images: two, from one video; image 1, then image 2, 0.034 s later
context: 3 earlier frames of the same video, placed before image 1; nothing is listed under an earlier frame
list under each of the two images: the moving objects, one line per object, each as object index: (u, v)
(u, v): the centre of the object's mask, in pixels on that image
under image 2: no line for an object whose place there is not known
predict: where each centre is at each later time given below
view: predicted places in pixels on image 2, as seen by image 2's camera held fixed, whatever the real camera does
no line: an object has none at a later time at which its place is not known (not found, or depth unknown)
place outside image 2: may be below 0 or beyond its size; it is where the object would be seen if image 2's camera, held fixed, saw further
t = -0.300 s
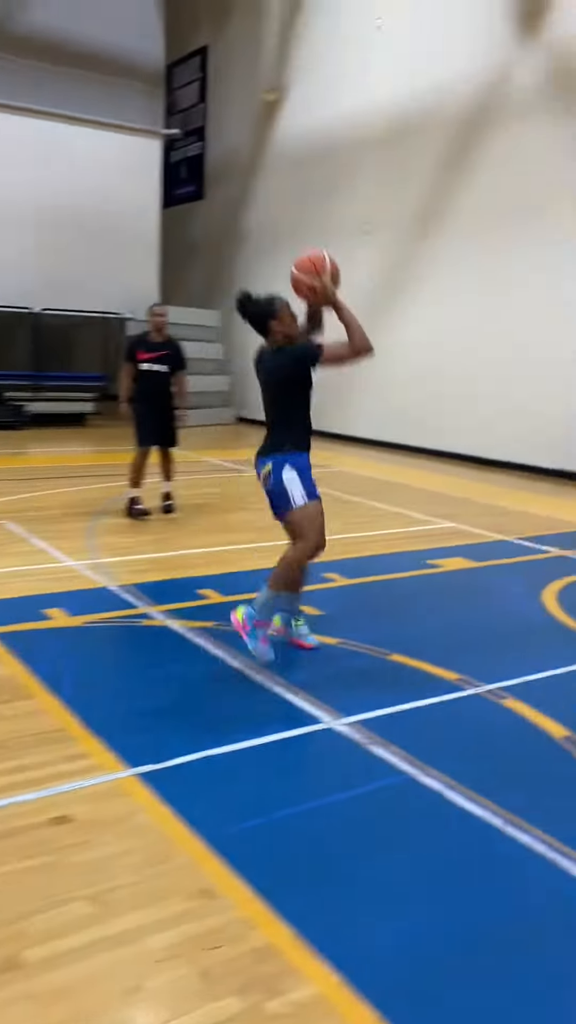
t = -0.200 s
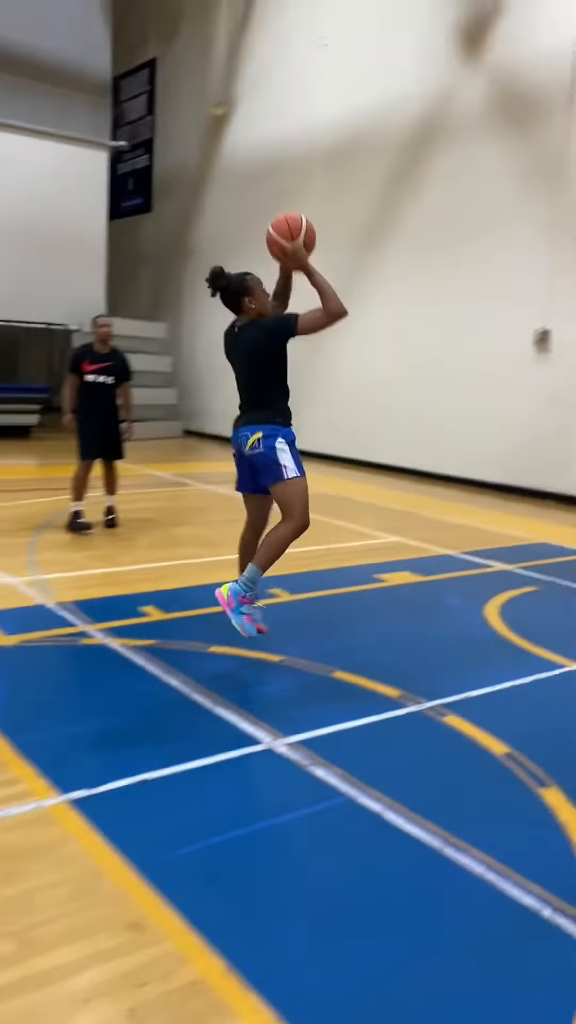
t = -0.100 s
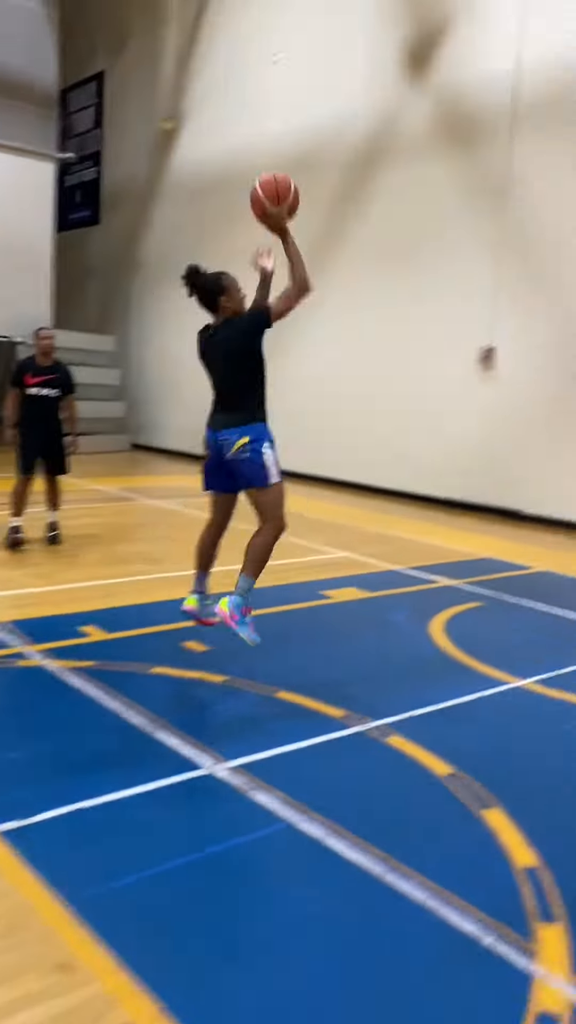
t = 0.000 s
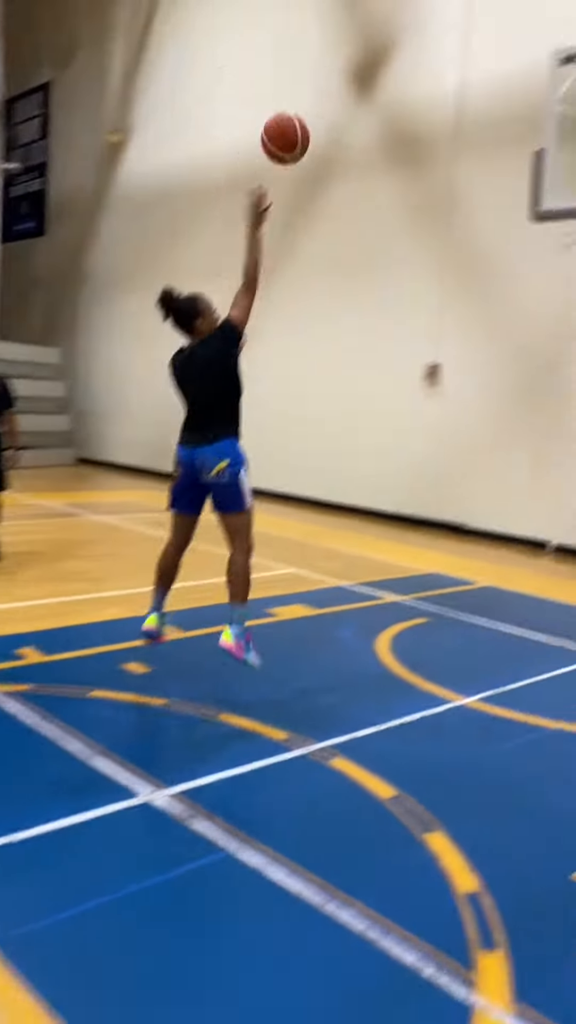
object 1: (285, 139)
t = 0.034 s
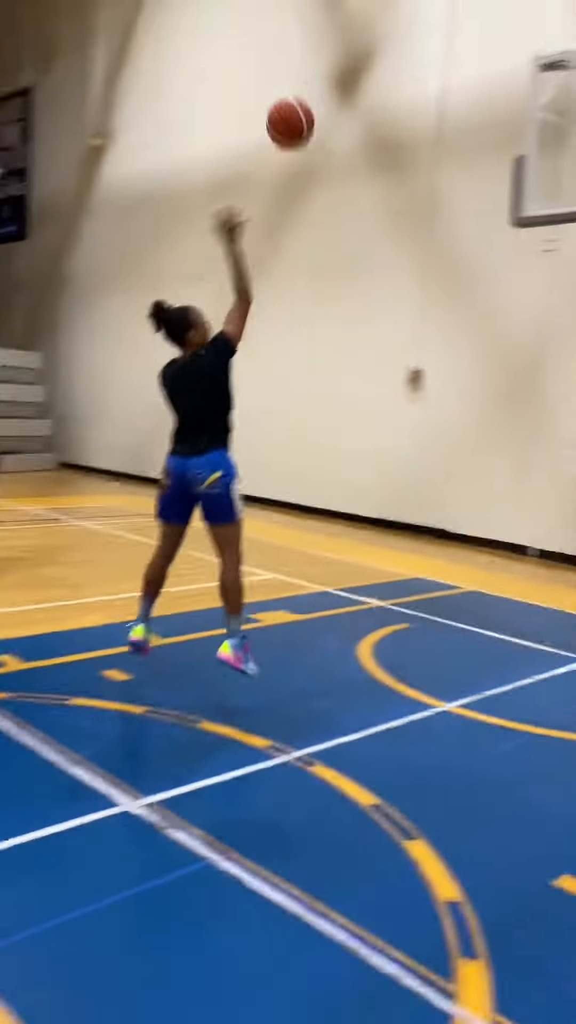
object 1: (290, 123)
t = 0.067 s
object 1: (312, 105)
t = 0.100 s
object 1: (334, 90)
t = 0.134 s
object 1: (354, 78)
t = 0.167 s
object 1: (375, 68)
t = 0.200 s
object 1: (396, 61)
